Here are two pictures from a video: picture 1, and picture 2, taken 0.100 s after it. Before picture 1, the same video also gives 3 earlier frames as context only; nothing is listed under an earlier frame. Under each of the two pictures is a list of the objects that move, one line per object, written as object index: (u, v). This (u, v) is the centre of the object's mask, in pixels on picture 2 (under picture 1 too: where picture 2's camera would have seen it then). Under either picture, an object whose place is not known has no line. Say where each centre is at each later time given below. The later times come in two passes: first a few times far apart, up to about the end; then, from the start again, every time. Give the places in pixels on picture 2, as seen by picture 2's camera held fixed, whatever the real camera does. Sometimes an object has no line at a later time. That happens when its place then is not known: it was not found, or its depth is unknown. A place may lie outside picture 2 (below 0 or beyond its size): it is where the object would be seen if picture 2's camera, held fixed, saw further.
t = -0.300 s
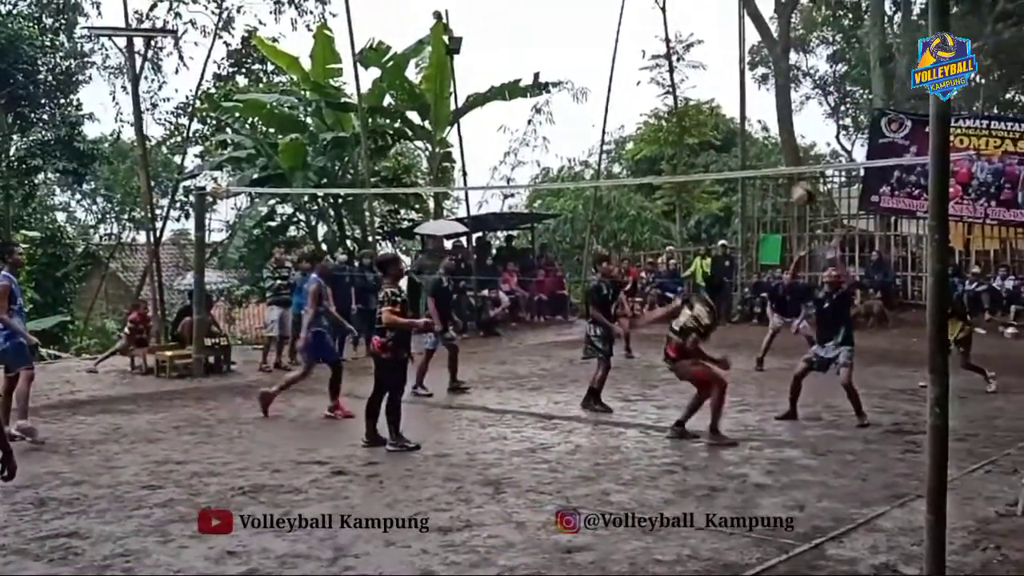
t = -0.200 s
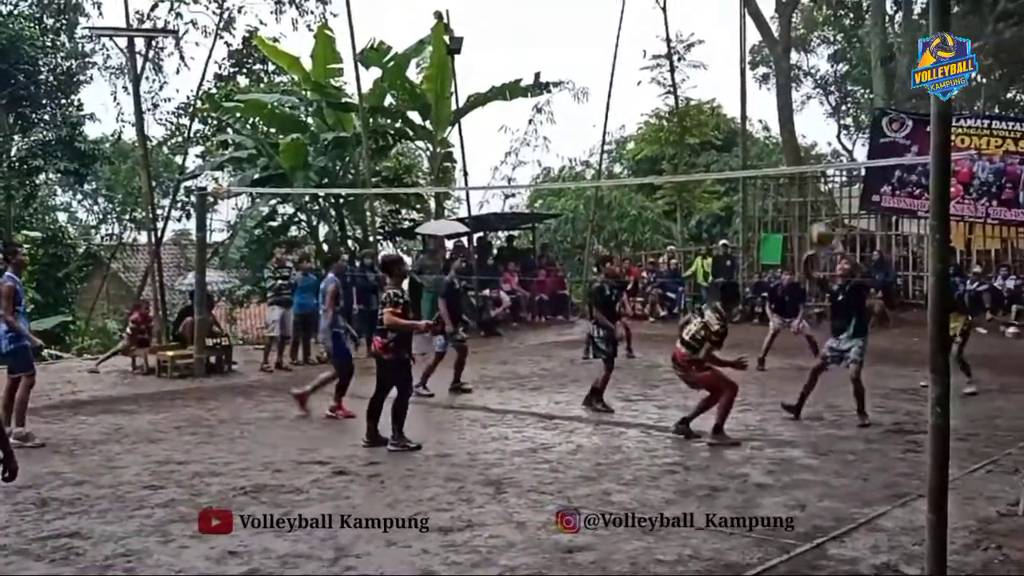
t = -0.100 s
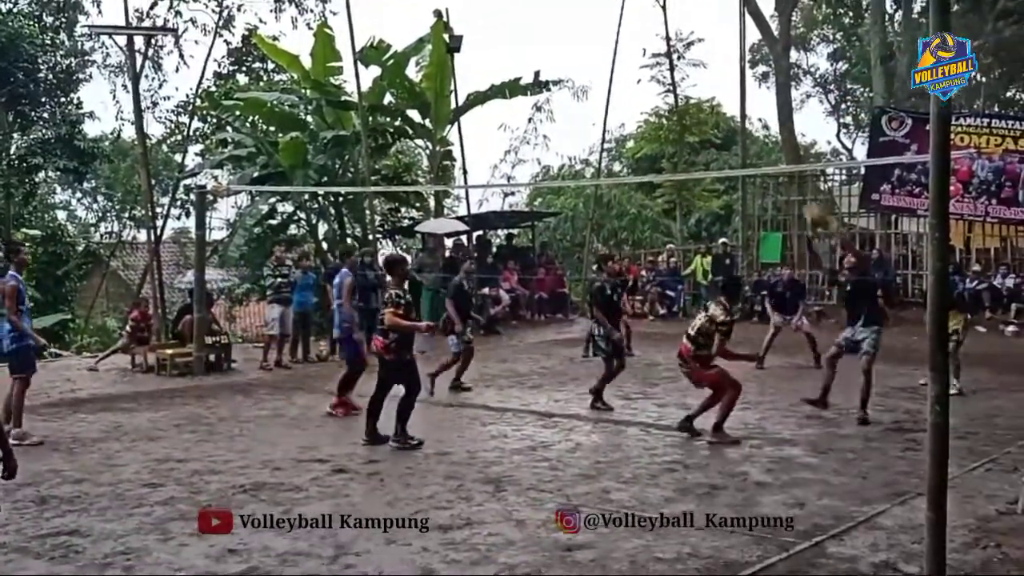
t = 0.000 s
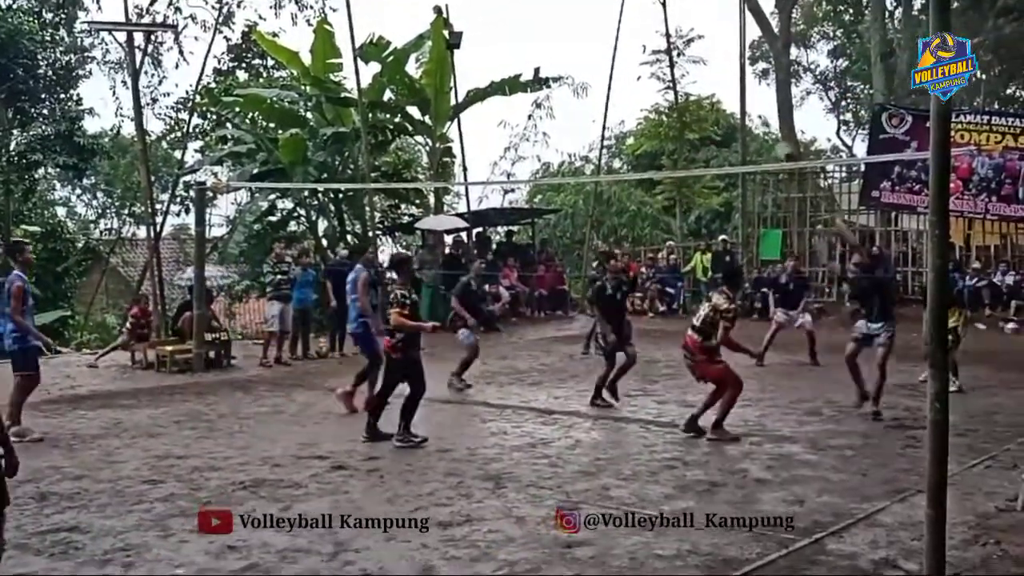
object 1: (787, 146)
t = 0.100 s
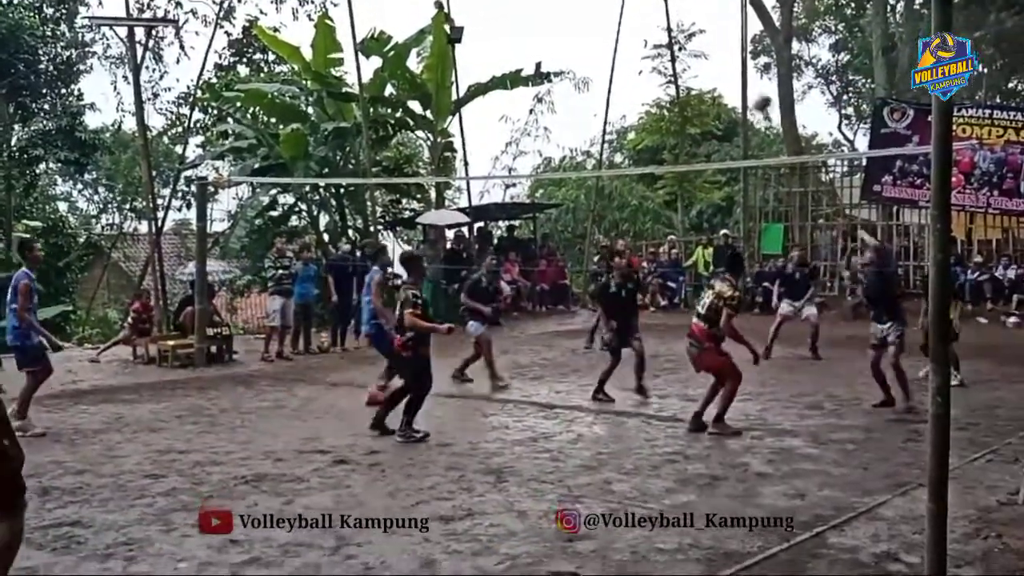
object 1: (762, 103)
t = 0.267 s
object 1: (720, 50)
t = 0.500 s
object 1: (664, 28)
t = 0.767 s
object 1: (605, 65)
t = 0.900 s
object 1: (578, 109)
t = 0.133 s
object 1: (753, 89)
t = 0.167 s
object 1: (745, 78)
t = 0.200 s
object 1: (735, 67)
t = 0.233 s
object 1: (728, 58)
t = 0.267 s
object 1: (720, 50)
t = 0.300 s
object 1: (712, 43)
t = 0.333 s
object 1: (704, 36)
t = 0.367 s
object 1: (695, 33)
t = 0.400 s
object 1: (687, 30)
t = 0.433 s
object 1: (679, 28)
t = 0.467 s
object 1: (672, 28)
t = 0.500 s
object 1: (664, 28)
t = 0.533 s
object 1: (656, 29)
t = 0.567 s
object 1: (649, 32)
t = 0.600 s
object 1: (641, 36)
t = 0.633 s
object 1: (634, 39)
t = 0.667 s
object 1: (627, 43)
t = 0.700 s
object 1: (619, 49)
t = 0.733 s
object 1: (612, 57)
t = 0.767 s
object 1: (605, 65)
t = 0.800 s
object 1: (598, 75)
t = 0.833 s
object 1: (591, 85)
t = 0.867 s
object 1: (585, 97)
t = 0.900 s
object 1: (578, 109)
